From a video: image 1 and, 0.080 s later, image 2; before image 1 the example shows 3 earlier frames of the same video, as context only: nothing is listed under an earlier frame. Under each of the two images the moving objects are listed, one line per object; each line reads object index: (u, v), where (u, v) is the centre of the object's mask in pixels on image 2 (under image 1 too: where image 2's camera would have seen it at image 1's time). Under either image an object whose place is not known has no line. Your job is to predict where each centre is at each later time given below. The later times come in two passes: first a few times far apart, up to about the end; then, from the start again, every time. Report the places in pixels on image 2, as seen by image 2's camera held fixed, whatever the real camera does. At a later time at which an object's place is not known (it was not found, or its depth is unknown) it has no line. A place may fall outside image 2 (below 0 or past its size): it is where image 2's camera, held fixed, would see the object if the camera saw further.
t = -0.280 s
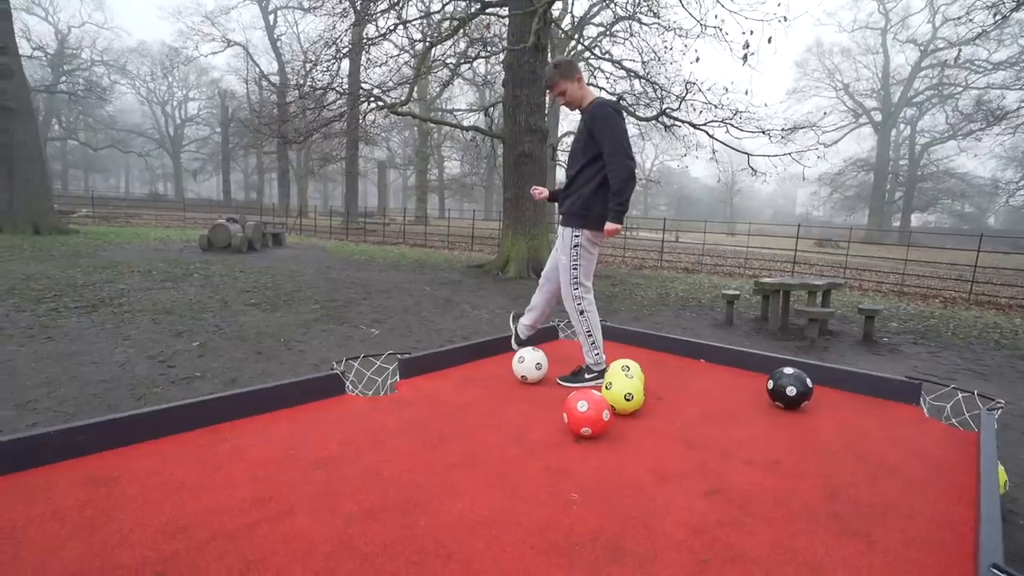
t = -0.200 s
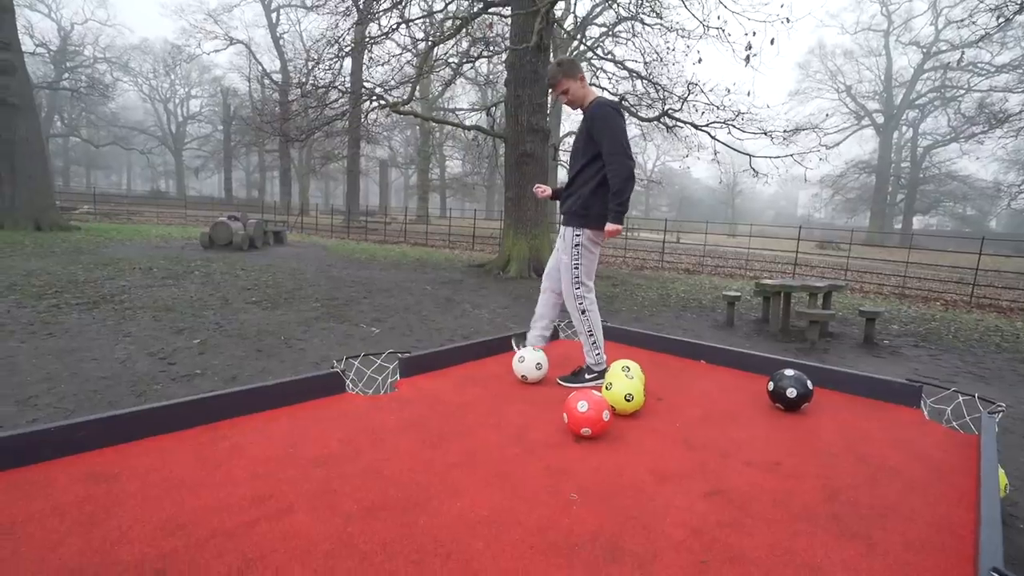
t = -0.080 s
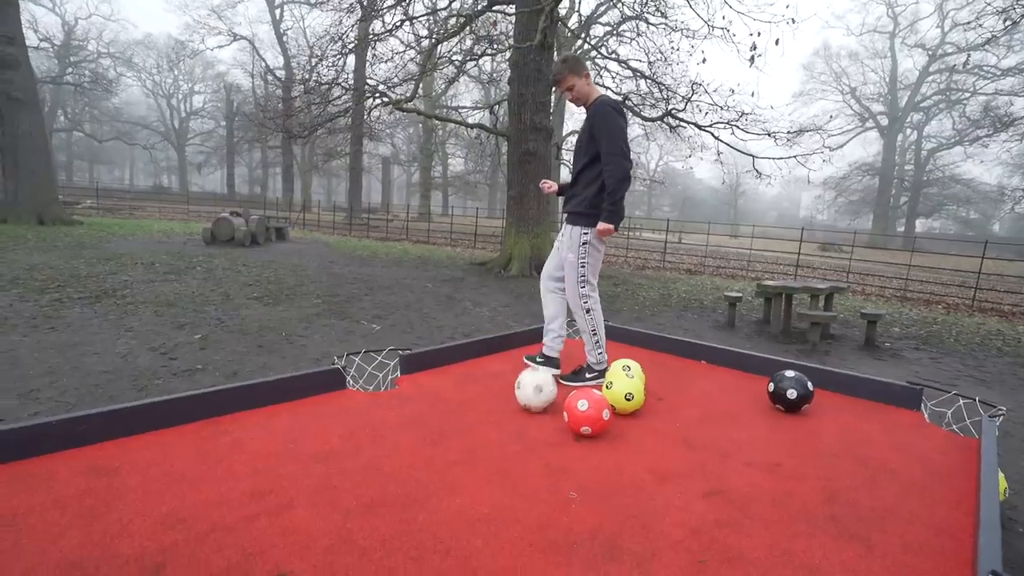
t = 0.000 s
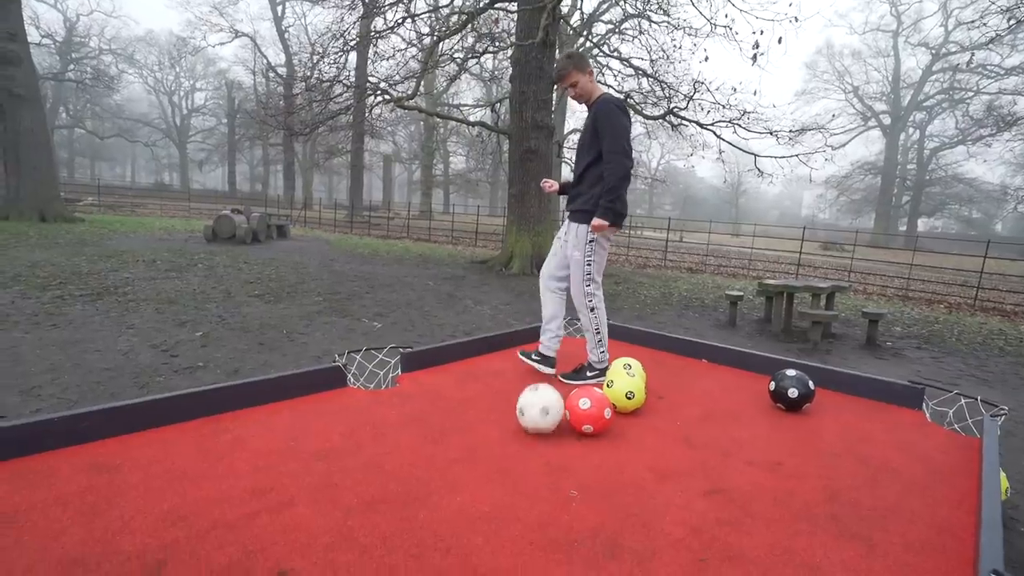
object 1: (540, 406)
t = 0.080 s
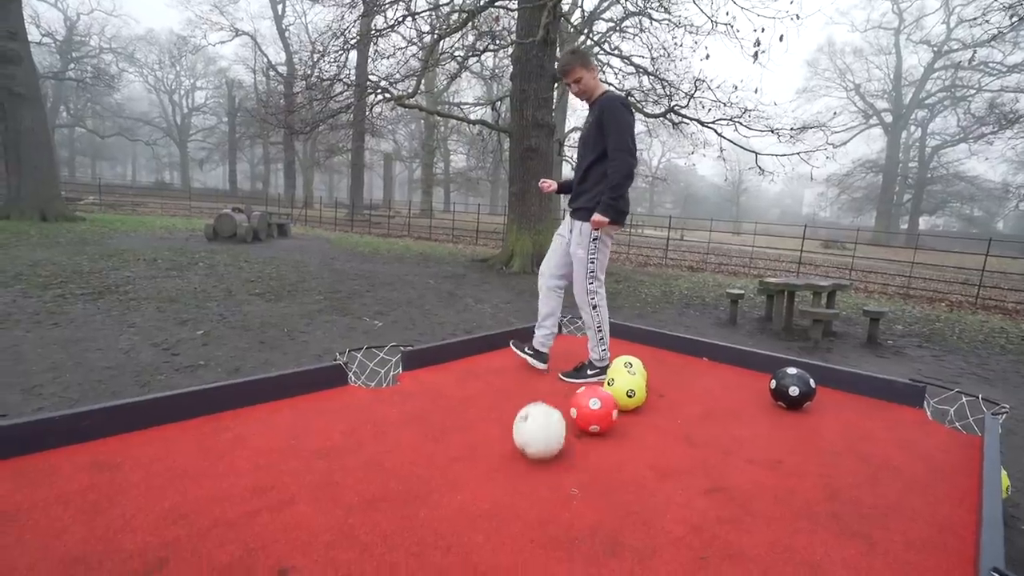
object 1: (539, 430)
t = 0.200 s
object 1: (536, 471)
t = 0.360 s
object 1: (531, 541)
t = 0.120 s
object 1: (538, 444)
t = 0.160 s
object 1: (537, 456)
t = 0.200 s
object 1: (536, 471)
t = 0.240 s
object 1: (534, 486)
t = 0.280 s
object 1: (533, 503)
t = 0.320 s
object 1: (532, 520)
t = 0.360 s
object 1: (531, 541)
